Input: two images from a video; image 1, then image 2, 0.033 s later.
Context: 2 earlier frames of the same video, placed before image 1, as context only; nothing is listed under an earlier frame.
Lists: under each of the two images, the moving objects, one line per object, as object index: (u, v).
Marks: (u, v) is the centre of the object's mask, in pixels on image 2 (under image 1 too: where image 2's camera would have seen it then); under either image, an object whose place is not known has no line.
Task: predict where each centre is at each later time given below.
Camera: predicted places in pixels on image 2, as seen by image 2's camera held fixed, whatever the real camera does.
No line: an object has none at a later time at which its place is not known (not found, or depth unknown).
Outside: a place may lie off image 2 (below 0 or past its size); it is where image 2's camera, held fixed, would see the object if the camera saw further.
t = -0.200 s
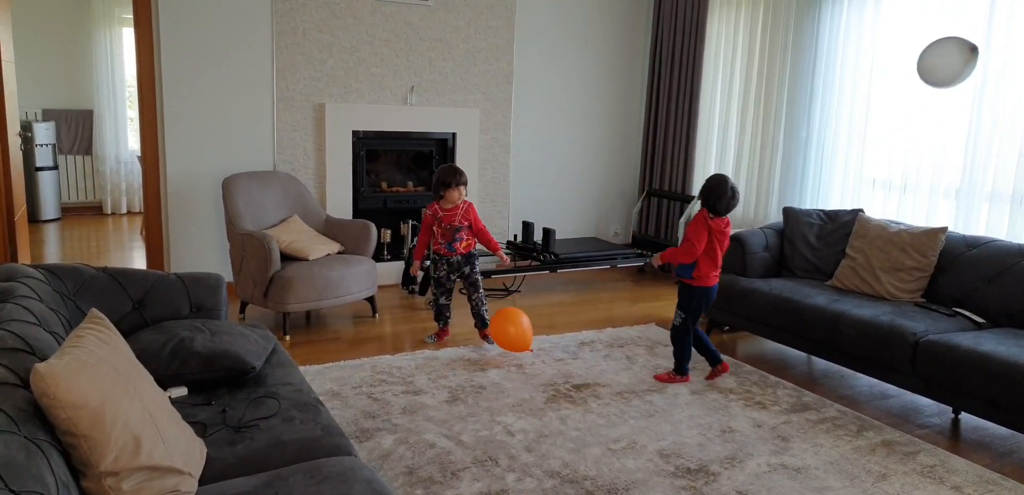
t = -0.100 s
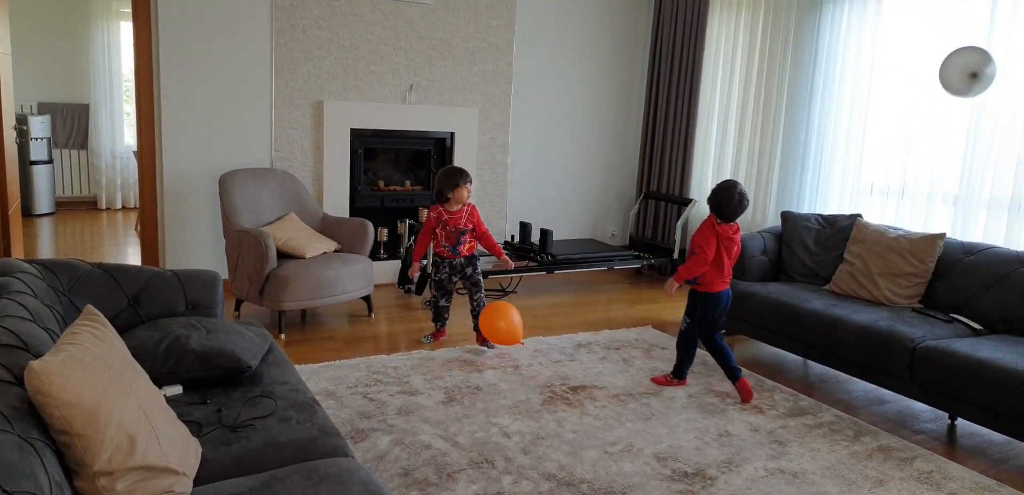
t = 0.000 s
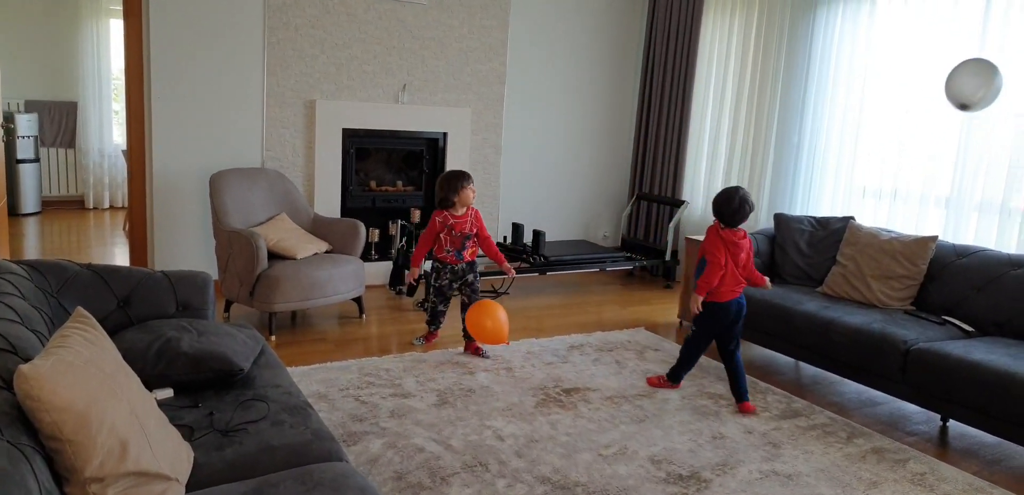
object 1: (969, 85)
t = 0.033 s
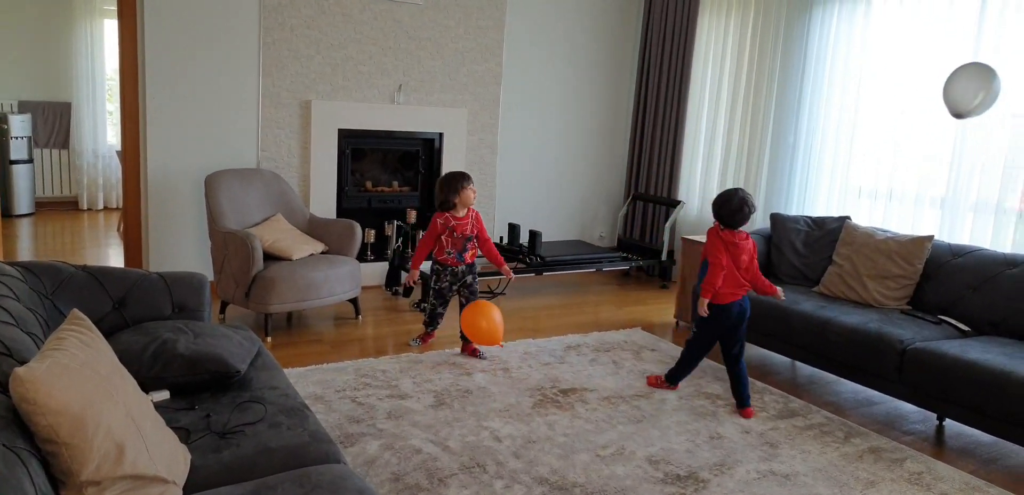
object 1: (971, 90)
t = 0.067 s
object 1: (973, 96)
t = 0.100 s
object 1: (974, 103)
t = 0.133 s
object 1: (974, 109)
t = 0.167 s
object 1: (975, 115)
